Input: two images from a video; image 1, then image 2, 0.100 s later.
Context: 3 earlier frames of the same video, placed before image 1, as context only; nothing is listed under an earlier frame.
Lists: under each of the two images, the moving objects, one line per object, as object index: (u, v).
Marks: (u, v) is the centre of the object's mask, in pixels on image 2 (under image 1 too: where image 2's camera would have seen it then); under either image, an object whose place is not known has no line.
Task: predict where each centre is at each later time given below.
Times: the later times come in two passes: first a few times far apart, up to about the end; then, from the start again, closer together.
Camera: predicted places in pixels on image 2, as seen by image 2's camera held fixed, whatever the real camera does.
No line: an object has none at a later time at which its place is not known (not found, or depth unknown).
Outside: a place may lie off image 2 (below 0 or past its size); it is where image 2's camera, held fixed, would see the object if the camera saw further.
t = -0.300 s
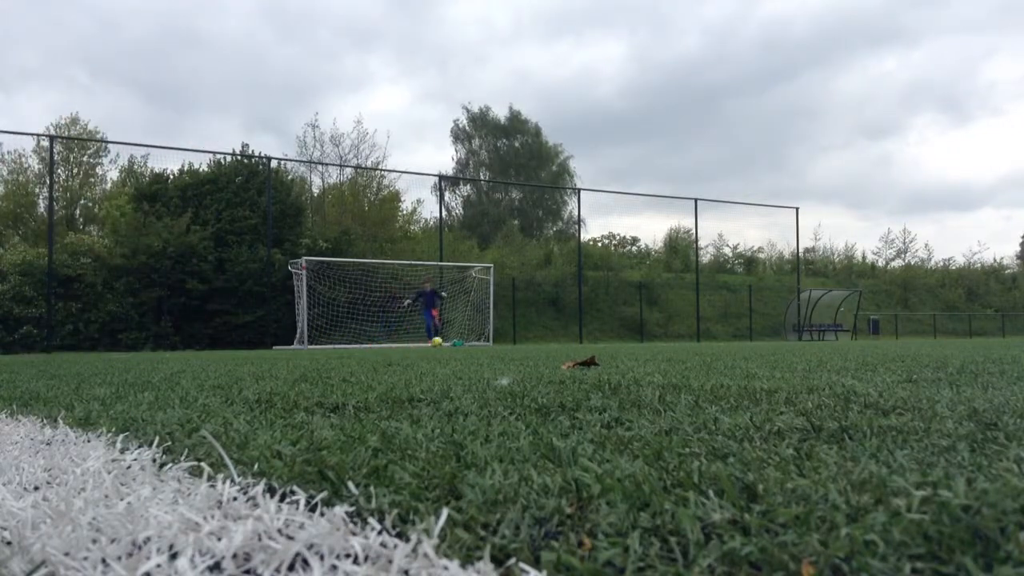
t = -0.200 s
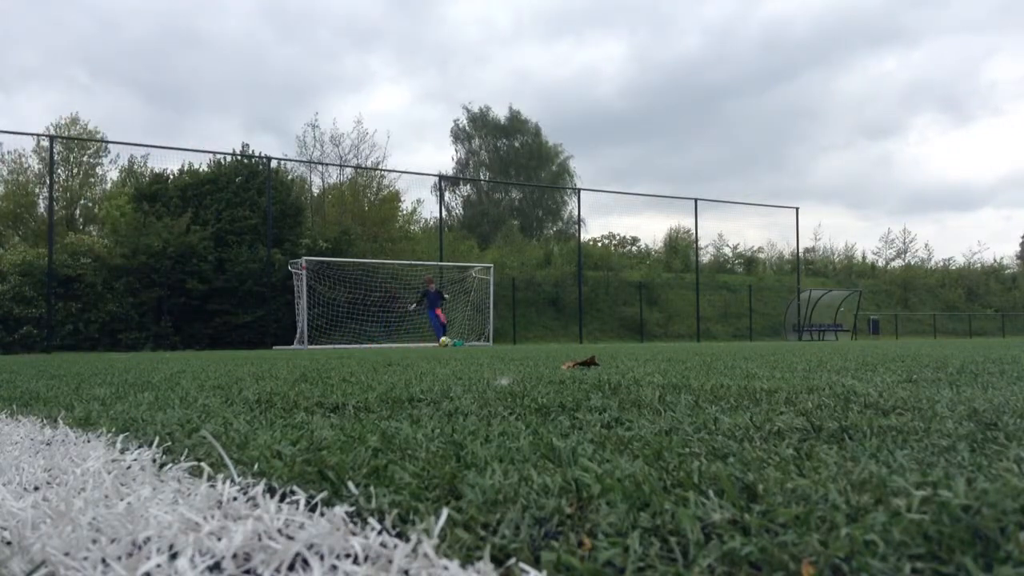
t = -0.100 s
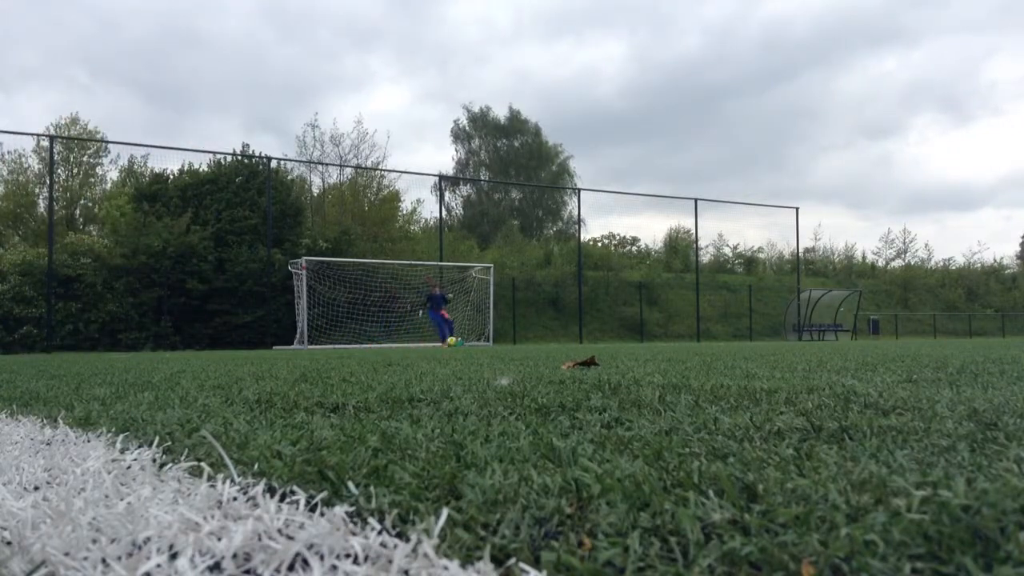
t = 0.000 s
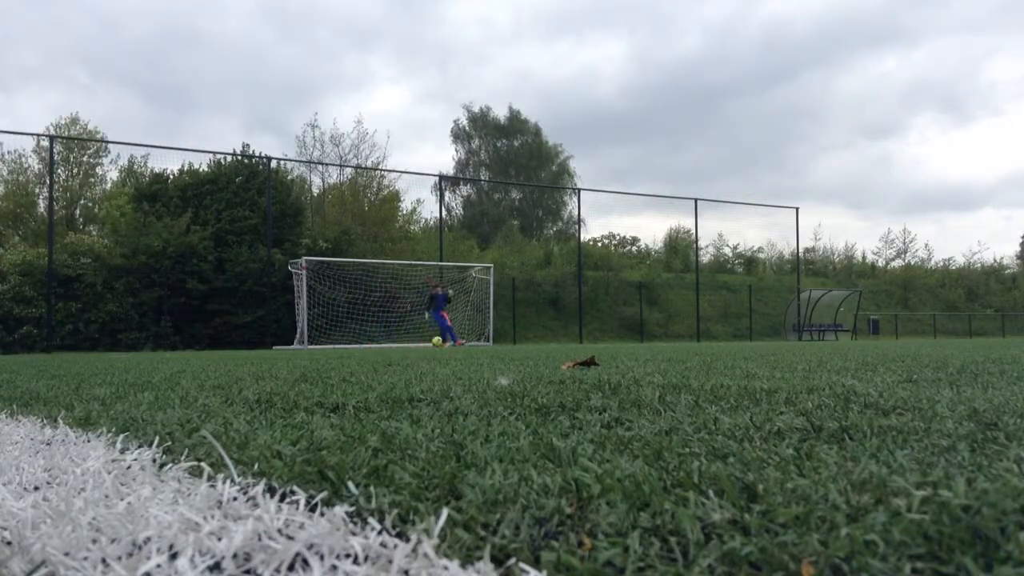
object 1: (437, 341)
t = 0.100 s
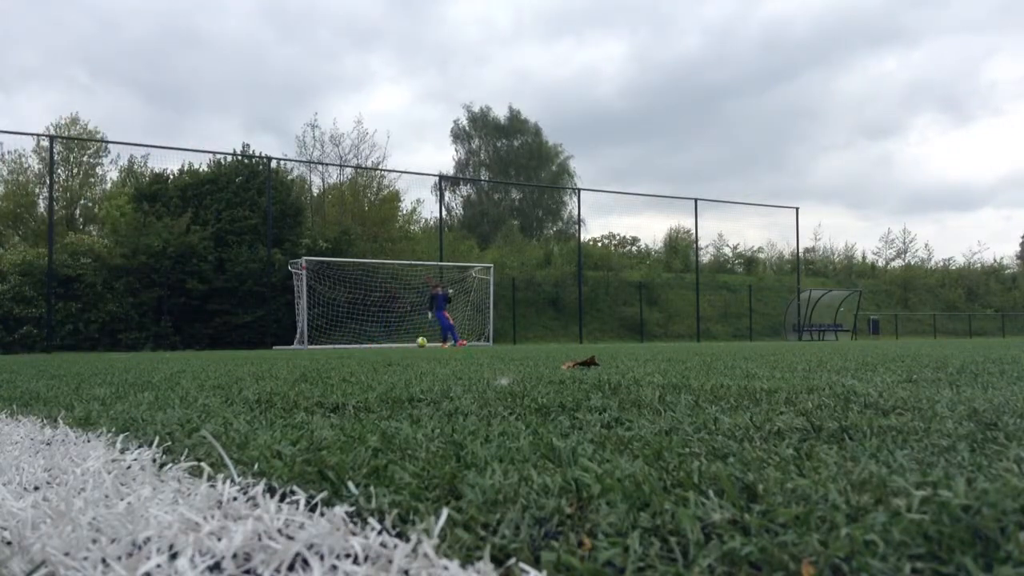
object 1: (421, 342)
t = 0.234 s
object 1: (402, 342)
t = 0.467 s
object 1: (371, 342)
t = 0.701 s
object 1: (344, 343)
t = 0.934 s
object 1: (320, 343)
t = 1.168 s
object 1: (295, 343)
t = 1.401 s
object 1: (269, 344)
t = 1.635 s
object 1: (243, 344)
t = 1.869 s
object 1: (217, 345)
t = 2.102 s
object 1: (190, 345)
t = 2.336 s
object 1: (162, 346)
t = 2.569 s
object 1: (134, 346)
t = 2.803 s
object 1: (106, 346)
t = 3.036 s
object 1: (79, 347)
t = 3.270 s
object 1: (56, 347)
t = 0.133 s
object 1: (416, 342)
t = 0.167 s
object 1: (412, 342)
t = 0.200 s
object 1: (407, 342)
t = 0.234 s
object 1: (402, 342)
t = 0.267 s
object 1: (397, 342)
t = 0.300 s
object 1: (393, 342)
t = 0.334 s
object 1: (388, 342)
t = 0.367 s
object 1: (383, 343)
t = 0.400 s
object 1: (379, 342)
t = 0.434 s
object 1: (375, 343)
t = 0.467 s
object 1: (371, 342)
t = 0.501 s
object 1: (366, 342)
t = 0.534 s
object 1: (363, 342)
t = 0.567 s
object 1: (358, 343)
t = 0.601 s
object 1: (354, 343)
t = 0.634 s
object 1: (351, 343)
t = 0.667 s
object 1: (347, 343)
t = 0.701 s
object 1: (344, 343)
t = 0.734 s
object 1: (340, 343)
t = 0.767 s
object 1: (337, 343)
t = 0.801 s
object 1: (333, 343)
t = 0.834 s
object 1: (330, 343)
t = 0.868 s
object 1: (327, 343)
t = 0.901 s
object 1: (323, 343)
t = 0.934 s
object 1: (320, 343)
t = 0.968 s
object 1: (316, 343)
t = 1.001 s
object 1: (313, 343)
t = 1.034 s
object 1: (310, 343)
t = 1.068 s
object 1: (306, 343)
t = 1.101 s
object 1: (301, 344)
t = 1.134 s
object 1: (299, 344)
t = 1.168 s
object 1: (295, 343)
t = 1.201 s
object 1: (291, 344)
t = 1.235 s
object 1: (288, 343)
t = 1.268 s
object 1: (285, 344)
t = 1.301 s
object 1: (280, 344)
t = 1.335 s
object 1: (276, 344)
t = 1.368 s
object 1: (273, 344)
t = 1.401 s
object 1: (269, 344)
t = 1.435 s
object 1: (266, 344)
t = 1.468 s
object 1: (262, 344)
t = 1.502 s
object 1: (258, 344)
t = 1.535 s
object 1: (255, 344)
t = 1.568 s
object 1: (251, 344)
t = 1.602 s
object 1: (247, 345)
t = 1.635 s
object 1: (243, 344)
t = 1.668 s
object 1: (240, 344)
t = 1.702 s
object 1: (236, 344)
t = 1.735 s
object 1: (232, 344)
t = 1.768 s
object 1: (228, 345)
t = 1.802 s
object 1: (225, 345)
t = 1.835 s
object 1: (221, 344)
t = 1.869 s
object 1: (217, 345)
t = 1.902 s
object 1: (213, 345)
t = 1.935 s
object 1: (209, 345)
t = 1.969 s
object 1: (205, 345)
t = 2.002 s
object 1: (201, 345)
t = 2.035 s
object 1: (197, 345)
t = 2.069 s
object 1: (194, 346)
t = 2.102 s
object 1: (190, 345)
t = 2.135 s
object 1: (186, 346)
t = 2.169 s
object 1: (182, 346)
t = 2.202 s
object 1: (178, 345)
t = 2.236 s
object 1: (174, 345)
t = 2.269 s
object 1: (170, 346)
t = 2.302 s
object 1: (166, 346)
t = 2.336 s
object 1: (162, 346)
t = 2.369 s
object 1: (158, 346)
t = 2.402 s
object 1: (154, 346)
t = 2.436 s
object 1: (150, 346)
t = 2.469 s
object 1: (146, 346)
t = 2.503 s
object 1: (142, 345)
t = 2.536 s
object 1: (138, 346)
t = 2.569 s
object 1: (134, 346)
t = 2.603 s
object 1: (130, 346)
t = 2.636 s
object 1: (126, 346)
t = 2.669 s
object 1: (122, 346)
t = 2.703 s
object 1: (118, 346)
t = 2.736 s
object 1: (114, 347)
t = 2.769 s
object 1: (110, 347)
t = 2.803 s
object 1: (106, 346)
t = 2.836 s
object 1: (102, 347)
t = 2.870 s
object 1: (98, 347)
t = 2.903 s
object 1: (94, 347)
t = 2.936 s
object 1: (90, 347)
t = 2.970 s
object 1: (87, 347)
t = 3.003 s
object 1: (83, 347)
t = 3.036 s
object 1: (79, 347)
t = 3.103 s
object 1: (75, 347)
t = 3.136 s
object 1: (71, 347)
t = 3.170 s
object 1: (68, 347)
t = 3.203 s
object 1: (64, 347)
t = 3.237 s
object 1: (60, 347)
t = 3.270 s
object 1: (56, 347)
